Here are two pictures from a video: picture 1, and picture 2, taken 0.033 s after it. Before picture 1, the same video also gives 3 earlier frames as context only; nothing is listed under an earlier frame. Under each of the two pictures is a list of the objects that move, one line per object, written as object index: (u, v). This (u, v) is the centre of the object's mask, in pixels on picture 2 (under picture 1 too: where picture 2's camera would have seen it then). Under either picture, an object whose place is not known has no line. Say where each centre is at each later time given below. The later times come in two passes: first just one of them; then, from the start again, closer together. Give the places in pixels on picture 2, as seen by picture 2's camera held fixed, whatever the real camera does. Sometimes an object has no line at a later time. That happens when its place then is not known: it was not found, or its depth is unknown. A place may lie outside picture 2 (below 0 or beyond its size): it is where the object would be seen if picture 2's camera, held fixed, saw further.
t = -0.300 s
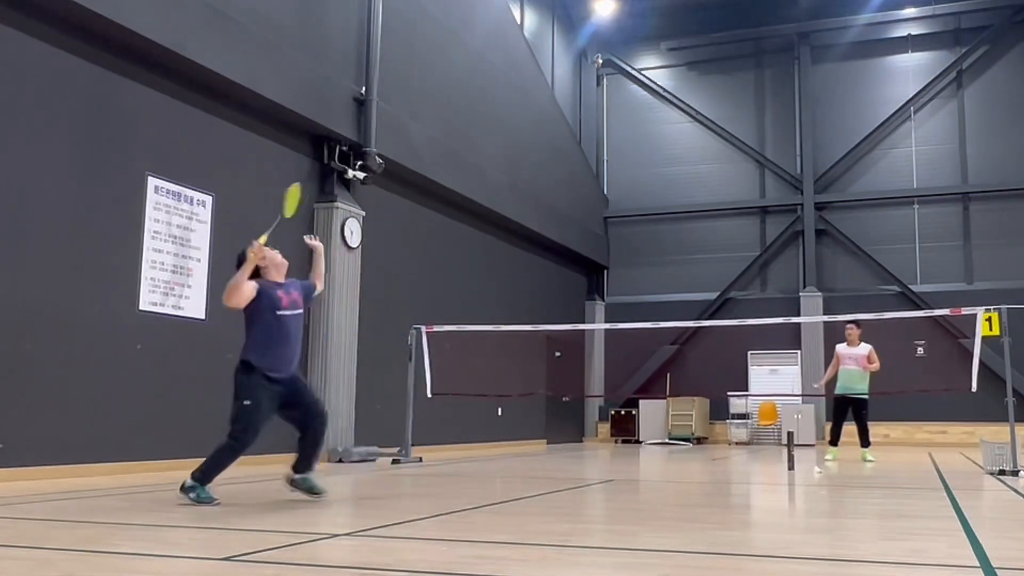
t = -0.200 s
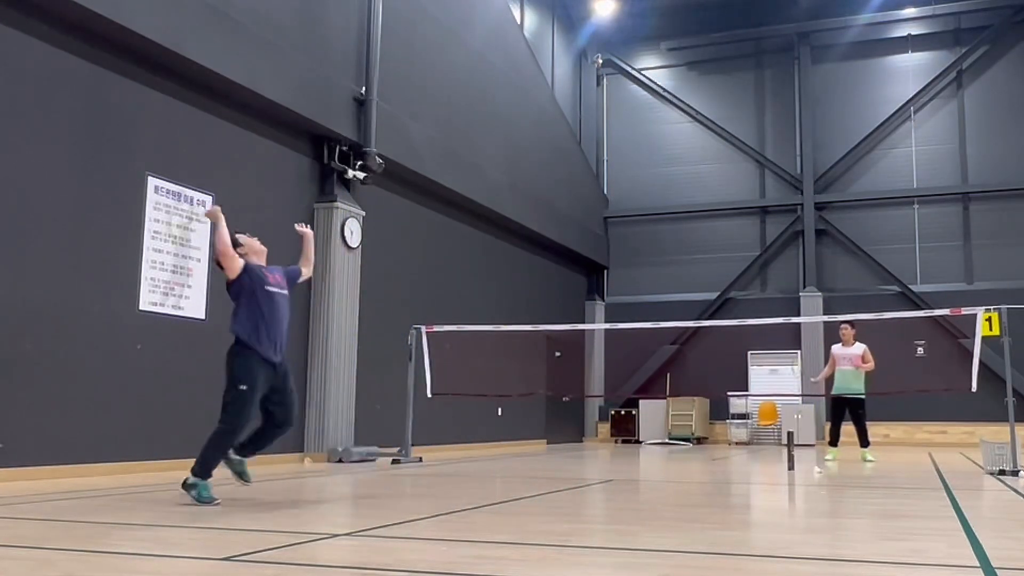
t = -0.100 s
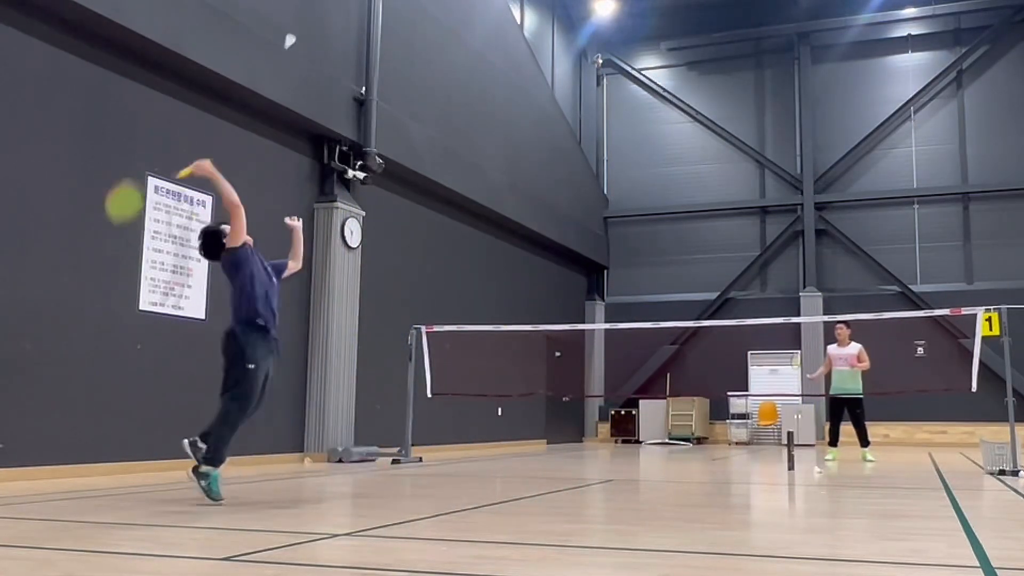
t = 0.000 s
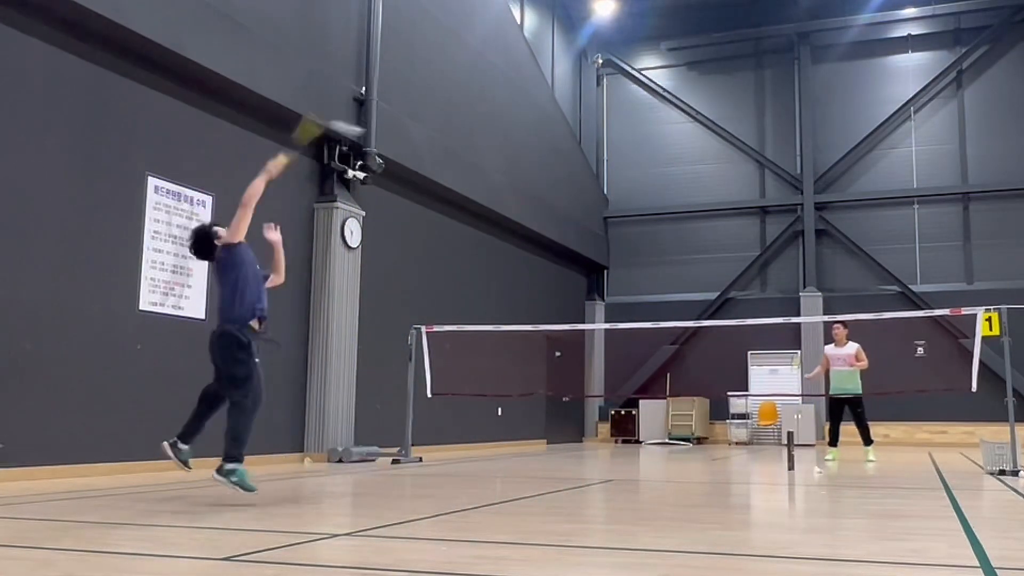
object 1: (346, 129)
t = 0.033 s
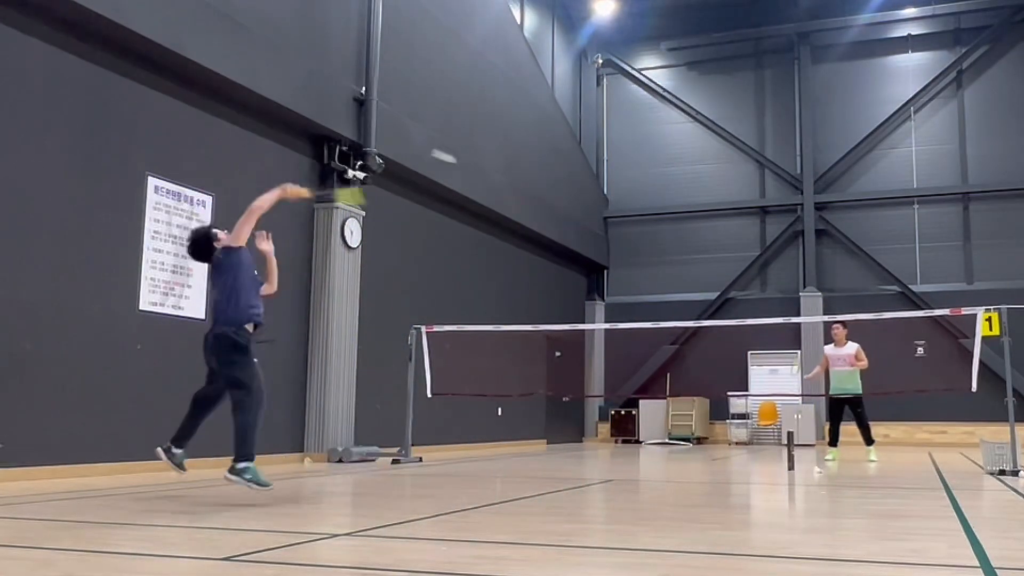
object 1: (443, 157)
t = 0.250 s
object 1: (702, 266)
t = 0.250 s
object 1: (702, 266)
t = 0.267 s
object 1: (713, 271)
